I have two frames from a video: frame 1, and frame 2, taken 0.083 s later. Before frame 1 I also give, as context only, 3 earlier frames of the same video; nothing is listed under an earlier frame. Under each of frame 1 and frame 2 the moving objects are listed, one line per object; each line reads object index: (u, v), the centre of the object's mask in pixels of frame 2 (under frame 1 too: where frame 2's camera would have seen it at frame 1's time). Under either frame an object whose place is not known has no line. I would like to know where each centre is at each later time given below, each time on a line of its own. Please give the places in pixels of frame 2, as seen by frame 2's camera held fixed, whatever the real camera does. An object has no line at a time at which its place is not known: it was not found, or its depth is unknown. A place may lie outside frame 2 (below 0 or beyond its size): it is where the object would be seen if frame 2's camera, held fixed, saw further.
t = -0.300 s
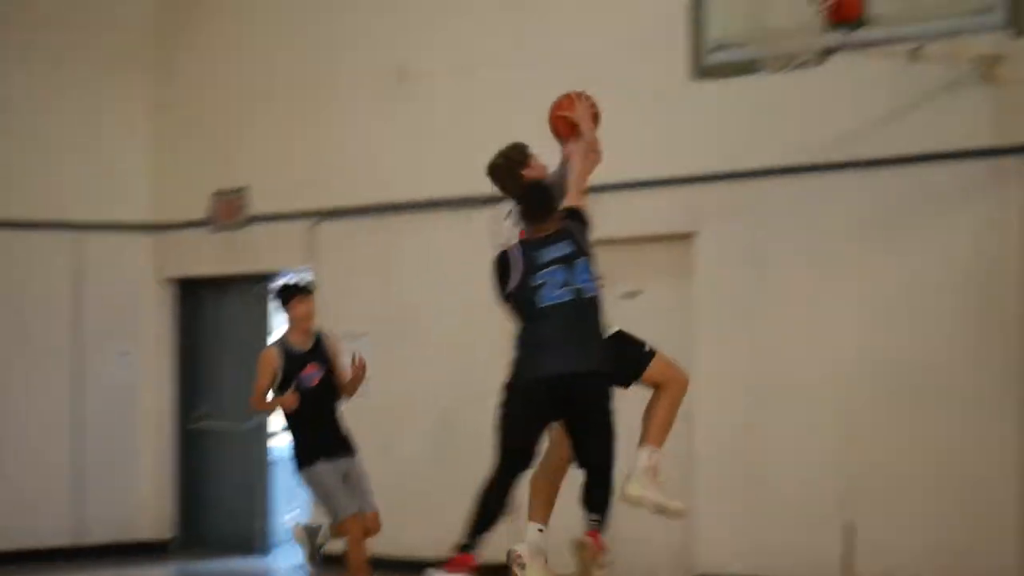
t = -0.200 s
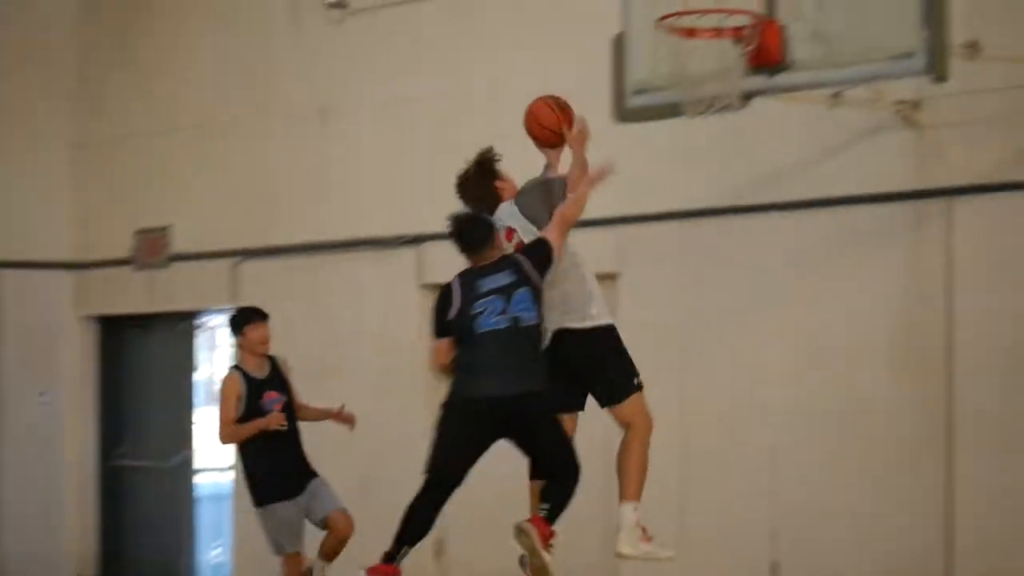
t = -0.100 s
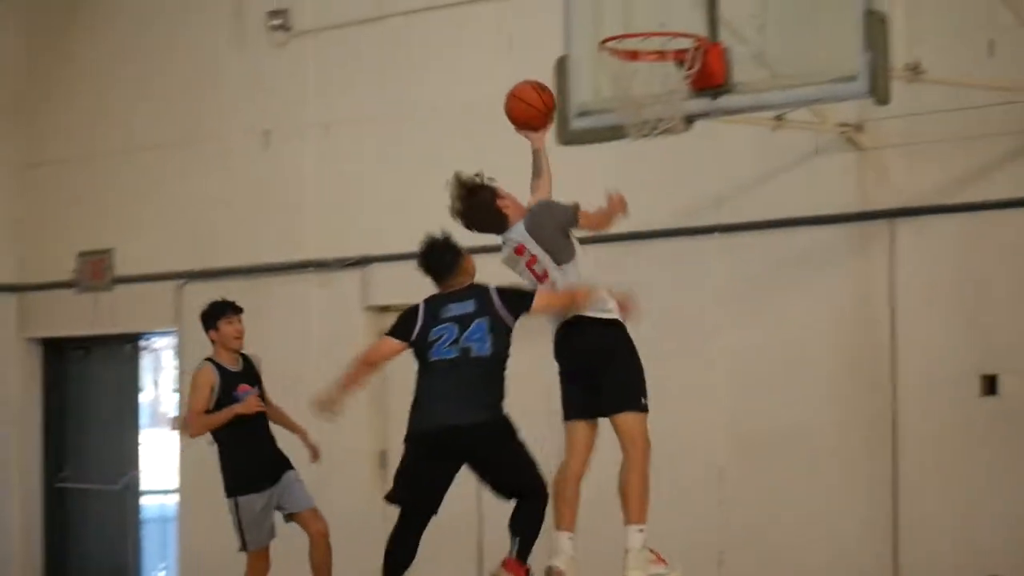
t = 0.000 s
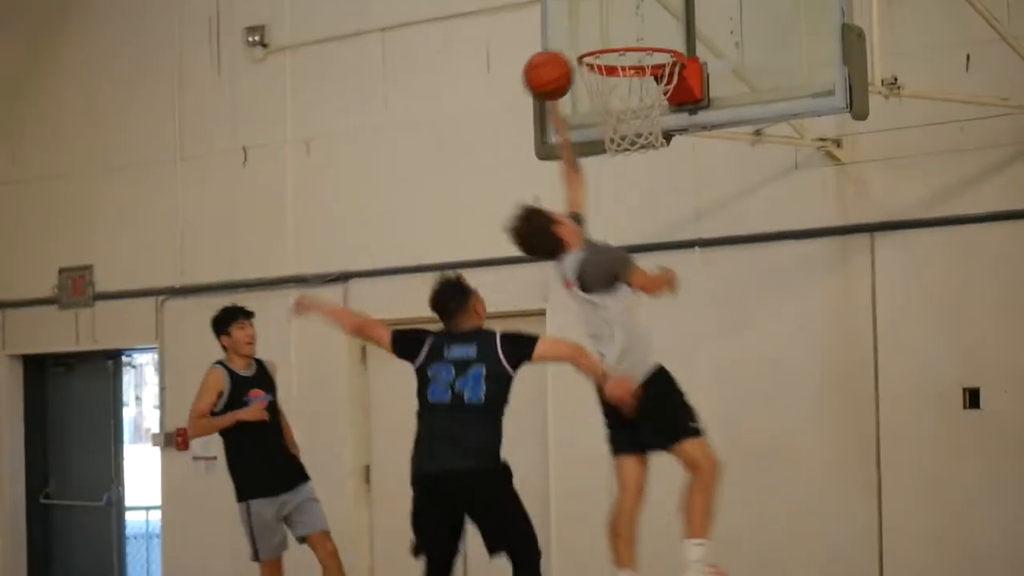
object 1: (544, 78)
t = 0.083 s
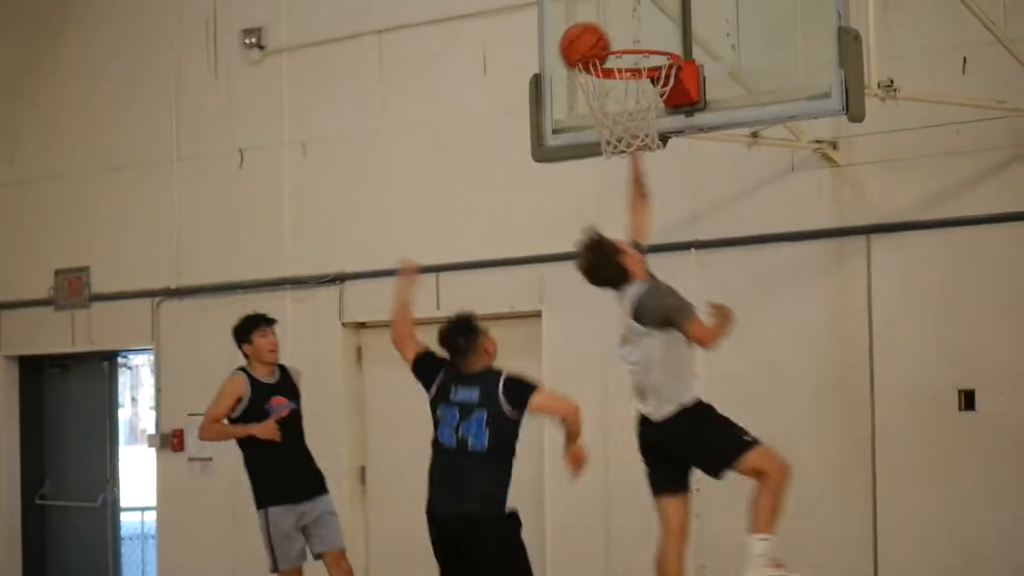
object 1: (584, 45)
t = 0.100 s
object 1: (591, 39)
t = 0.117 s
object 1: (601, 38)
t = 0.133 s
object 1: (608, 35)
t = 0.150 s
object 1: (609, 32)
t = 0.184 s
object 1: (611, 31)
